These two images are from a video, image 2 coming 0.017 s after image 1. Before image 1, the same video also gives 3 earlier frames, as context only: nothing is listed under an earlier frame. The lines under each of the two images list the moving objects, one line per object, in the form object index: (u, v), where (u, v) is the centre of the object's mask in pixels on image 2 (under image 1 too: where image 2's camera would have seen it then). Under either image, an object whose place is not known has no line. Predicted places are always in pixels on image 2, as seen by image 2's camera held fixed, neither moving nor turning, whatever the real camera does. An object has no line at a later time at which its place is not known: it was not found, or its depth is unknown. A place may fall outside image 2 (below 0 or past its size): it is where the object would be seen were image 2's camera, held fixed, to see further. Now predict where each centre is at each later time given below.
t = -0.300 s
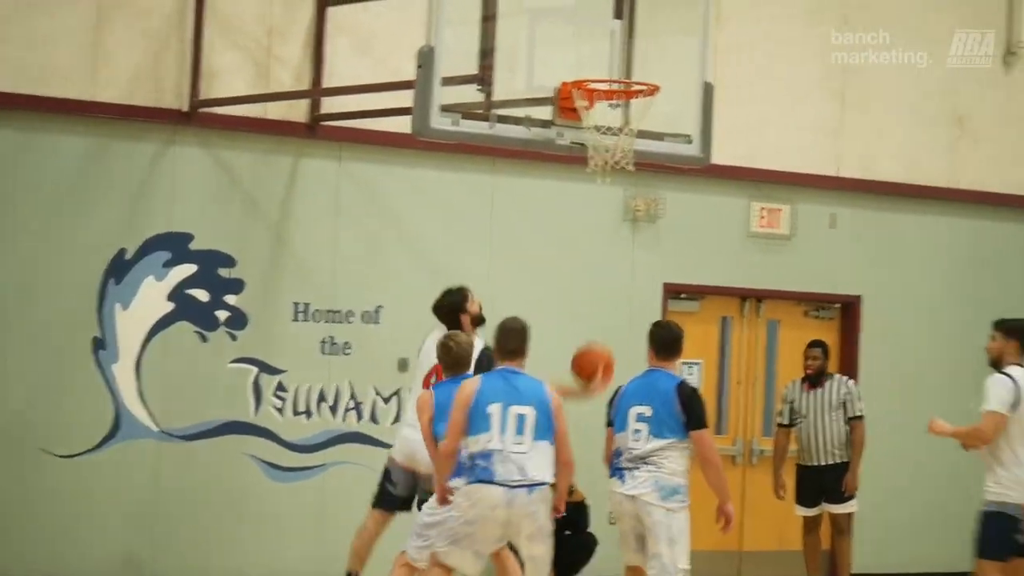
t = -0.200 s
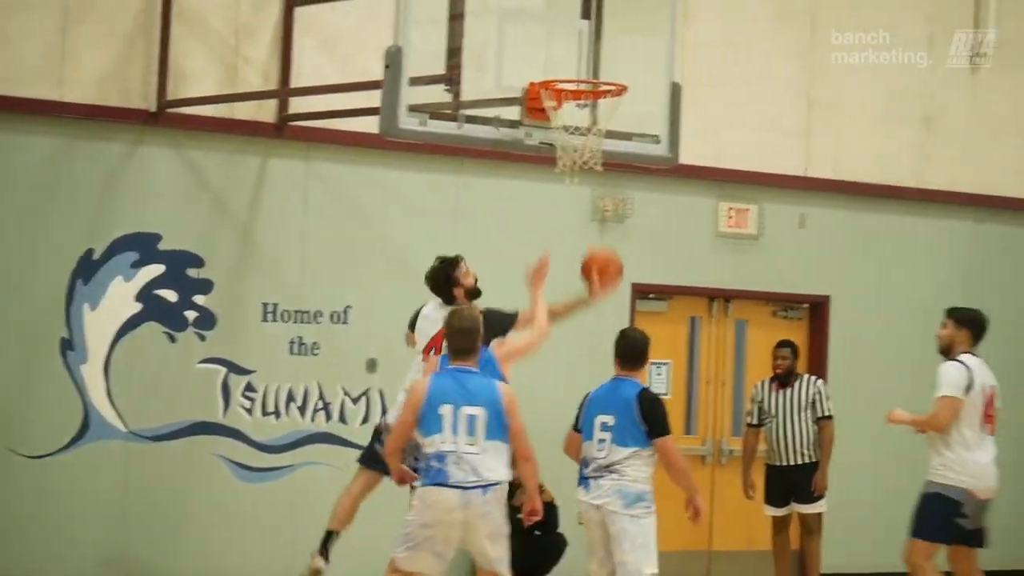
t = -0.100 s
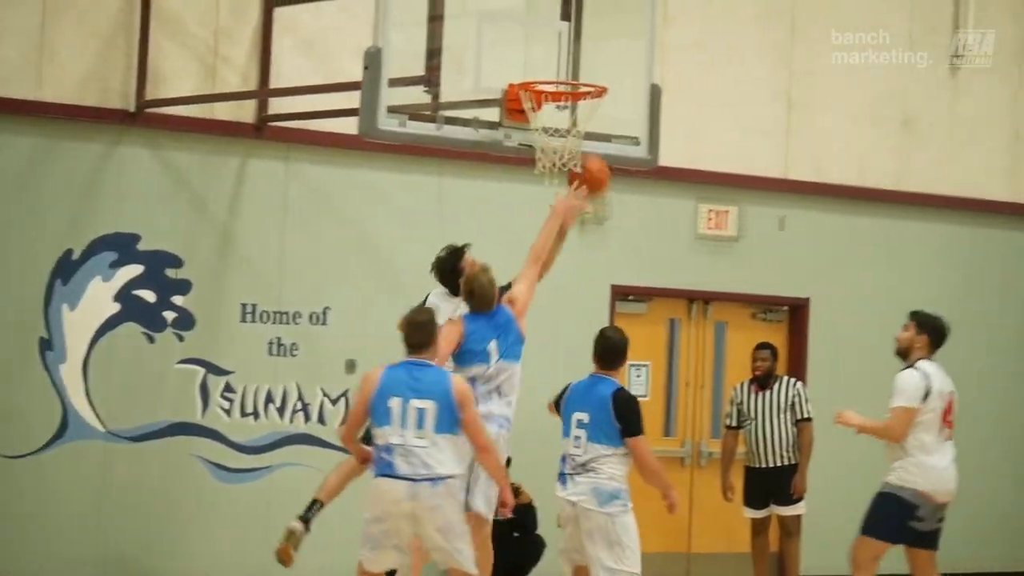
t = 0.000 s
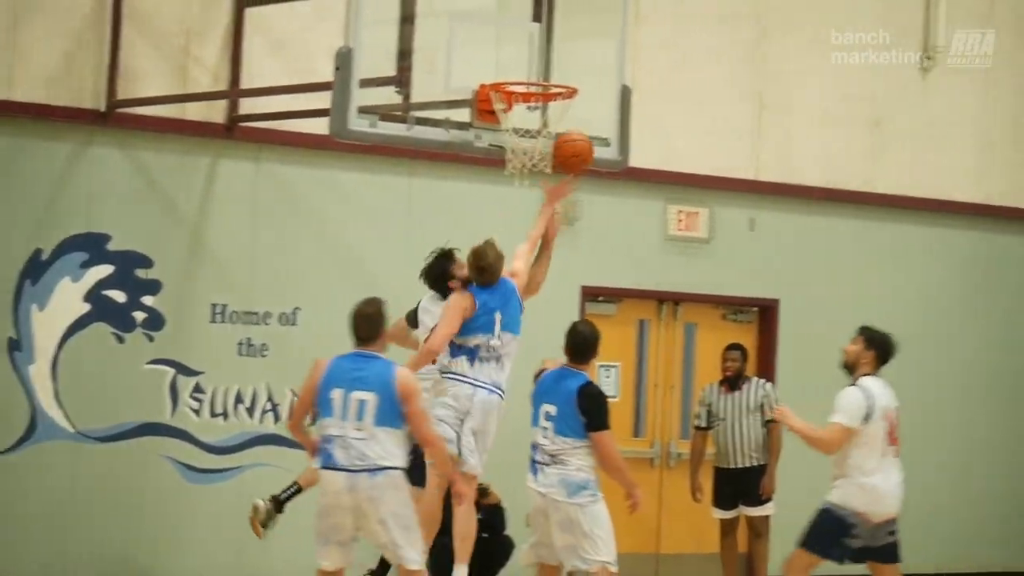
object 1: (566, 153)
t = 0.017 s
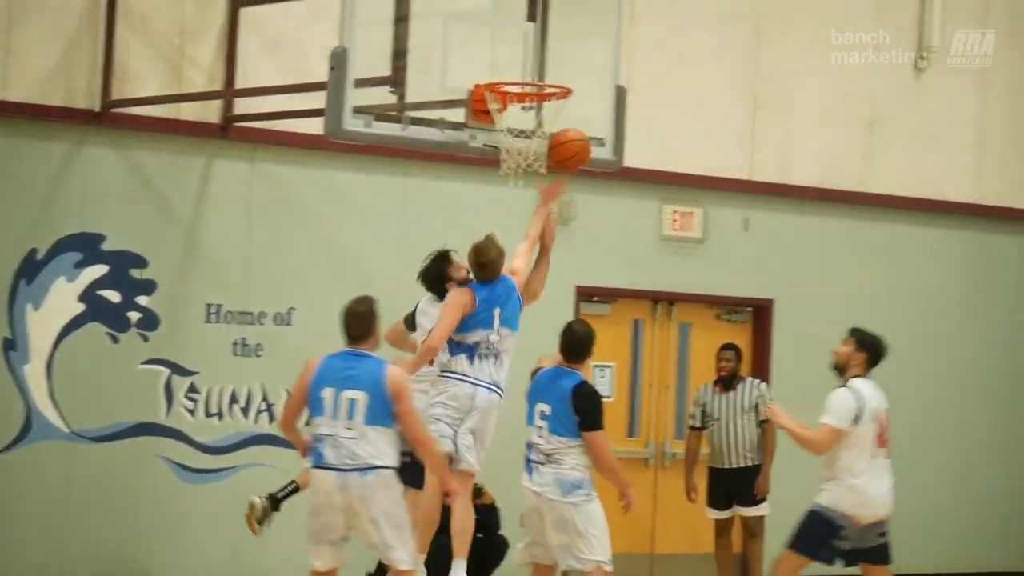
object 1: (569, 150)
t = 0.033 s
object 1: (572, 147)
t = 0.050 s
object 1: (575, 145)
